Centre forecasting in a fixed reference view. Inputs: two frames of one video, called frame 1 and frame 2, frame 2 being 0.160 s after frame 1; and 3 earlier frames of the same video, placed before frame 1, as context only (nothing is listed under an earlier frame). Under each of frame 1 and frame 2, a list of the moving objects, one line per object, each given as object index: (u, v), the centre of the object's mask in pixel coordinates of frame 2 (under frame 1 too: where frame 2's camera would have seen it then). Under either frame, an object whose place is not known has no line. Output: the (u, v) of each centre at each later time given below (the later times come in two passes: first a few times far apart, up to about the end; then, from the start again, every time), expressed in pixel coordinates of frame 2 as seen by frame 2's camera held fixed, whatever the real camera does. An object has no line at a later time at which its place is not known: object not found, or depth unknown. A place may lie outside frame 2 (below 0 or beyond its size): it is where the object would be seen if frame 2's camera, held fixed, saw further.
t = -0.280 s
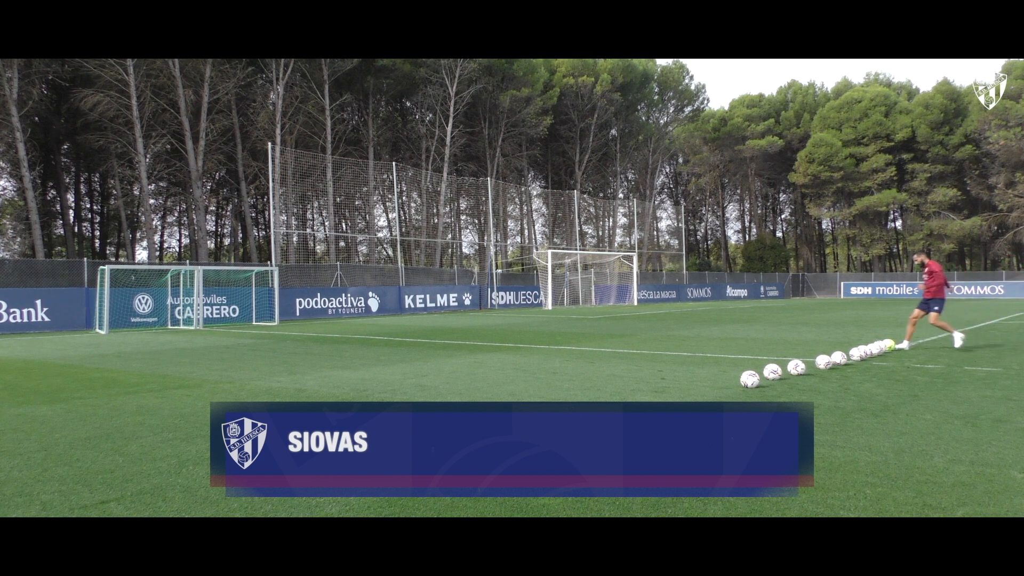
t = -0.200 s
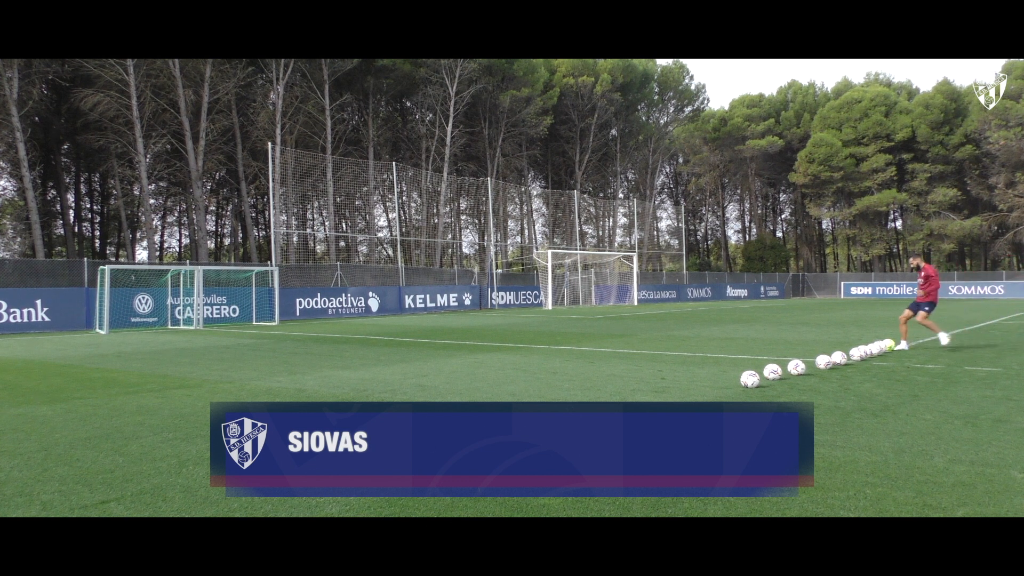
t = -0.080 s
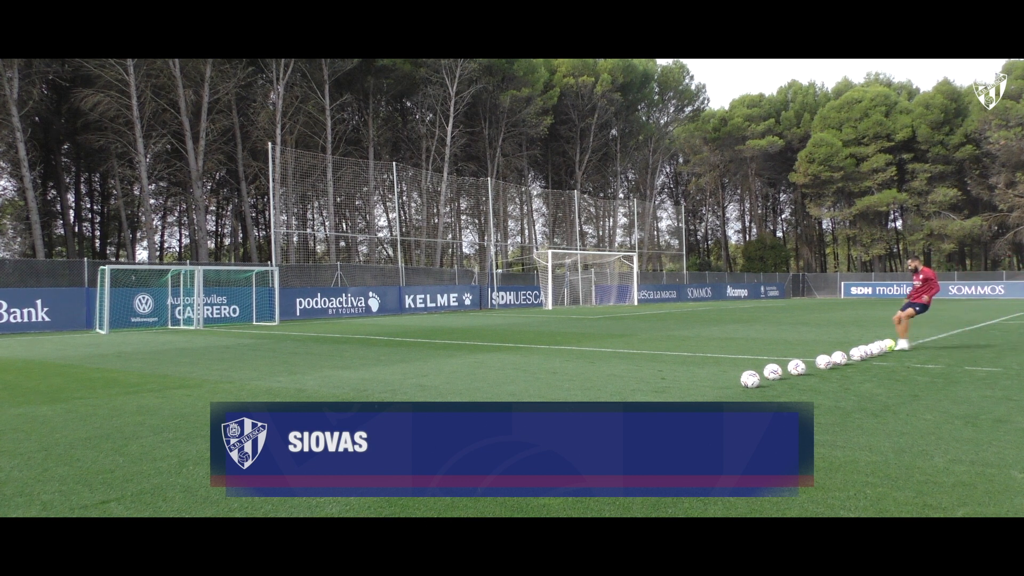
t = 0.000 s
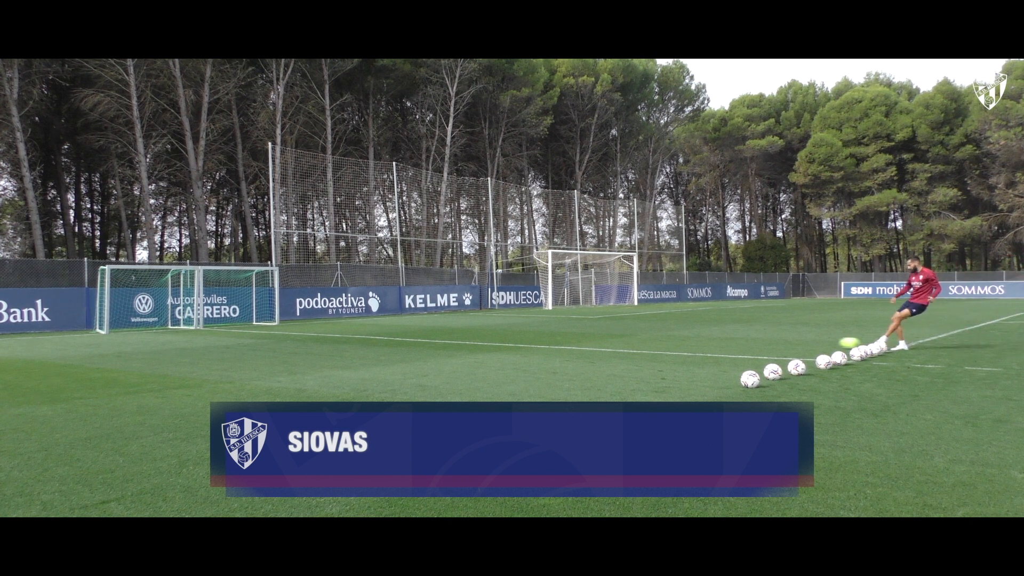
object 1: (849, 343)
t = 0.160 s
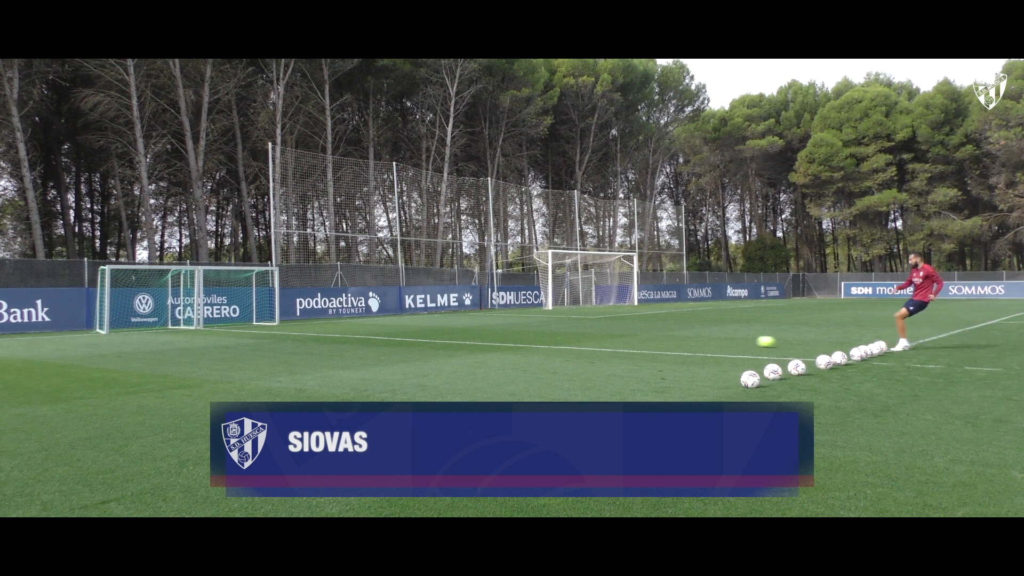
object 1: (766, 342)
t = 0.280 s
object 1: (712, 341)
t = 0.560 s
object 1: (612, 339)
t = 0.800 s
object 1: (547, 337)
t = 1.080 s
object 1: (488, 336)
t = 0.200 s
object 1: (747, 341)
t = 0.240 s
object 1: (729, 341)
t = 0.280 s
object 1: (712, 341)
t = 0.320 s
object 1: (696, 341)
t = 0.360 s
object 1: (680, 340)
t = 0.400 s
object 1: (665, 340)
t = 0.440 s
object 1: (651, 340)
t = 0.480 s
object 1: (637, 340)
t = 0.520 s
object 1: (624, 339)
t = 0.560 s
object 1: (612, 339)
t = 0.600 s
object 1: (600, 338)
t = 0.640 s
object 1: (588, 338)
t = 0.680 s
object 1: (577, 338)
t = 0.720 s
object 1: (567, 338)
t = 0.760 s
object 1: (557, 337)
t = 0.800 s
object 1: (547, 337)
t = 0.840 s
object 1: (538, 337)
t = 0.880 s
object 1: (529, 337)
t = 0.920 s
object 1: (521, 337)
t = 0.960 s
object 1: (512, 336)
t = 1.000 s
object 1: (504, 336)
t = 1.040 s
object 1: (496, 336)
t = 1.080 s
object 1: (488, 336)
